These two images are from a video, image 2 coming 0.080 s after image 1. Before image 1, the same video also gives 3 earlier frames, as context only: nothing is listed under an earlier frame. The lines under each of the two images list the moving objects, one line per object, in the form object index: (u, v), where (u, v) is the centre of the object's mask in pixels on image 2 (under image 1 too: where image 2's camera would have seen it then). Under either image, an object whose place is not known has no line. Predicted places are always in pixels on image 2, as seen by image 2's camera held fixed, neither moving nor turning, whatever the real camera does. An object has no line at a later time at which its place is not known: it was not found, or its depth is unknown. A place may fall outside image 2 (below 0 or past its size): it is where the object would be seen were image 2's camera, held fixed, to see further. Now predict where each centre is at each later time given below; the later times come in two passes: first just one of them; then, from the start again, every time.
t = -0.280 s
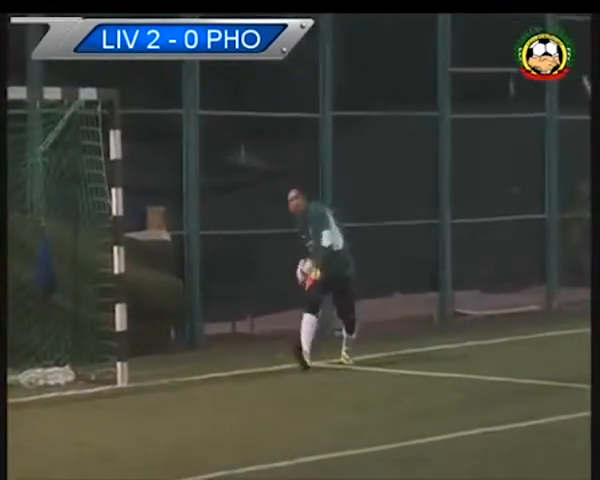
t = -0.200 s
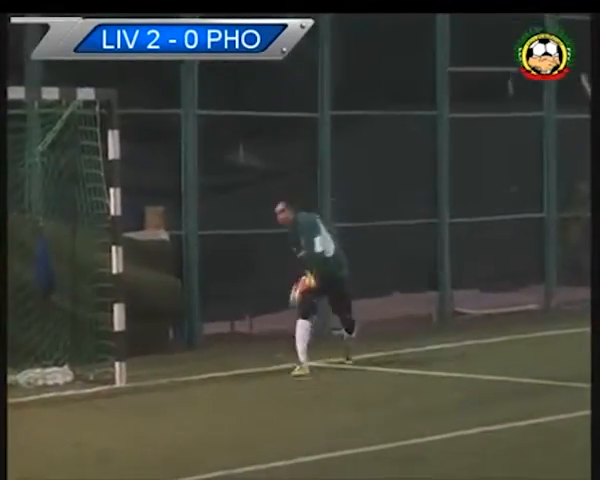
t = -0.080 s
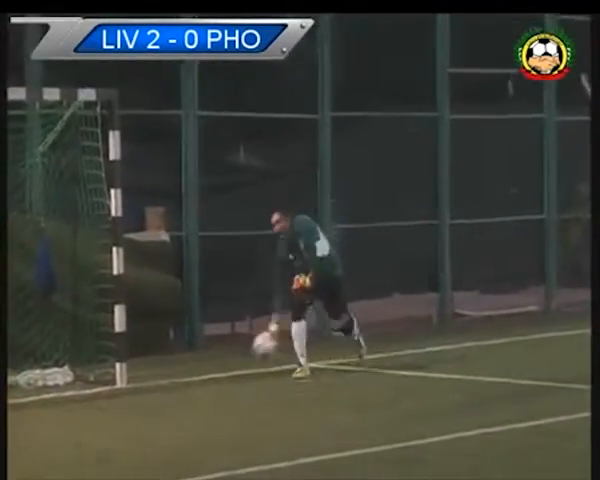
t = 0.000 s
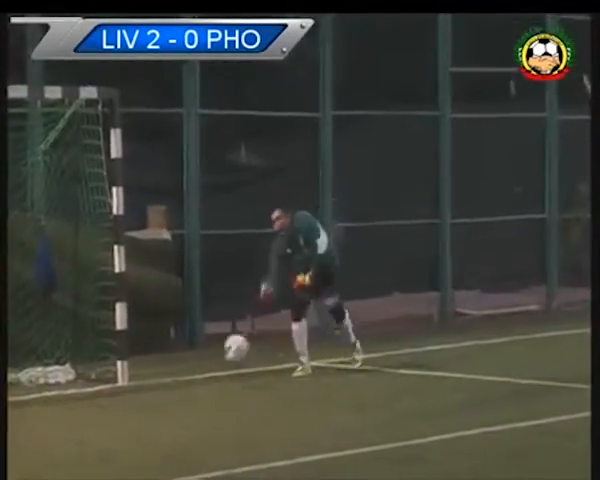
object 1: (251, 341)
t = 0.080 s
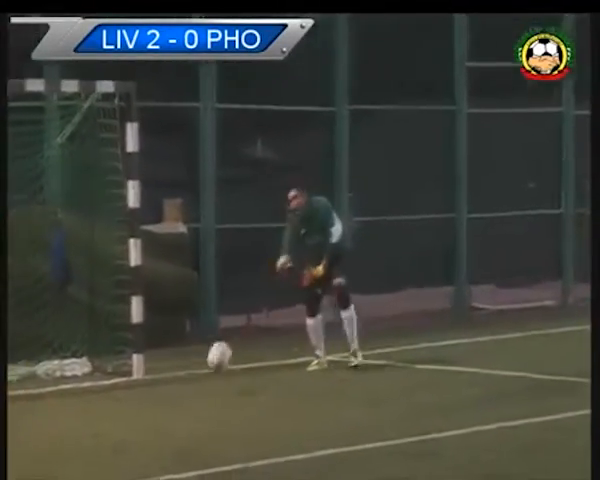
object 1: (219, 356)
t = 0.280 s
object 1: (133, 382)
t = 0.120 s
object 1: (201, 369)
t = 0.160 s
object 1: (183, 383)
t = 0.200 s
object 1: (166, 387)
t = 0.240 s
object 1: (149, 384)
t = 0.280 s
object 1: (133, 382)
